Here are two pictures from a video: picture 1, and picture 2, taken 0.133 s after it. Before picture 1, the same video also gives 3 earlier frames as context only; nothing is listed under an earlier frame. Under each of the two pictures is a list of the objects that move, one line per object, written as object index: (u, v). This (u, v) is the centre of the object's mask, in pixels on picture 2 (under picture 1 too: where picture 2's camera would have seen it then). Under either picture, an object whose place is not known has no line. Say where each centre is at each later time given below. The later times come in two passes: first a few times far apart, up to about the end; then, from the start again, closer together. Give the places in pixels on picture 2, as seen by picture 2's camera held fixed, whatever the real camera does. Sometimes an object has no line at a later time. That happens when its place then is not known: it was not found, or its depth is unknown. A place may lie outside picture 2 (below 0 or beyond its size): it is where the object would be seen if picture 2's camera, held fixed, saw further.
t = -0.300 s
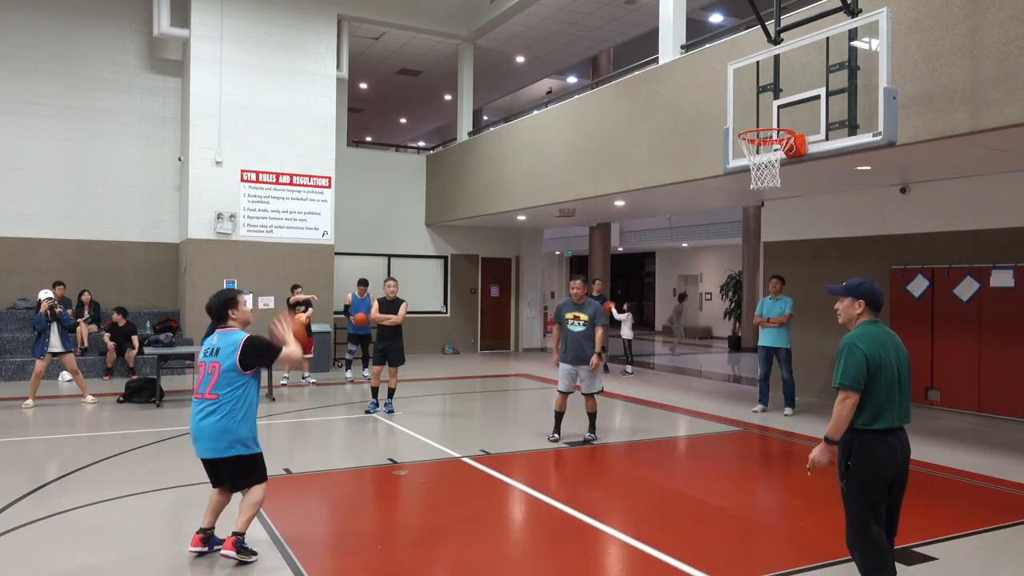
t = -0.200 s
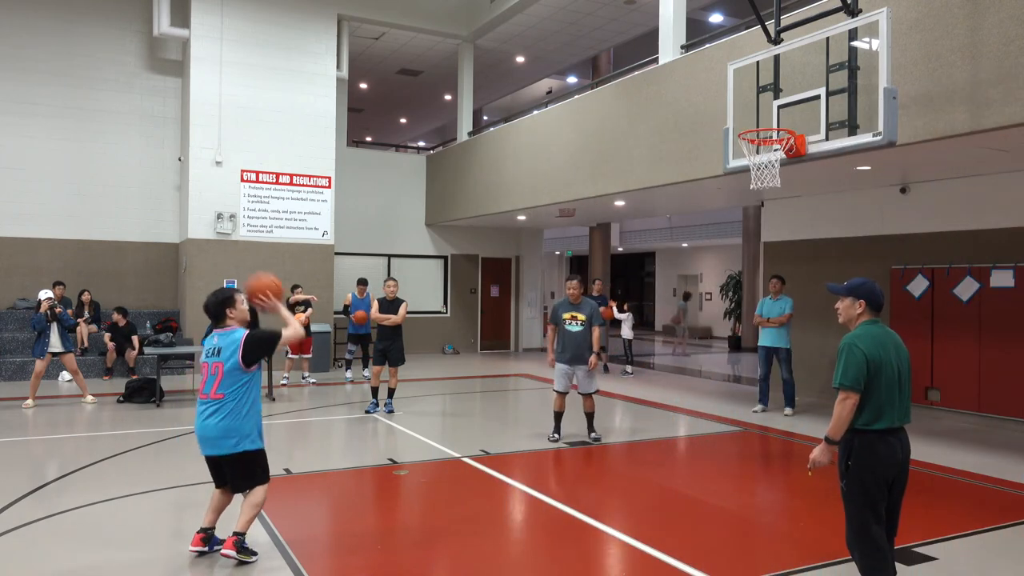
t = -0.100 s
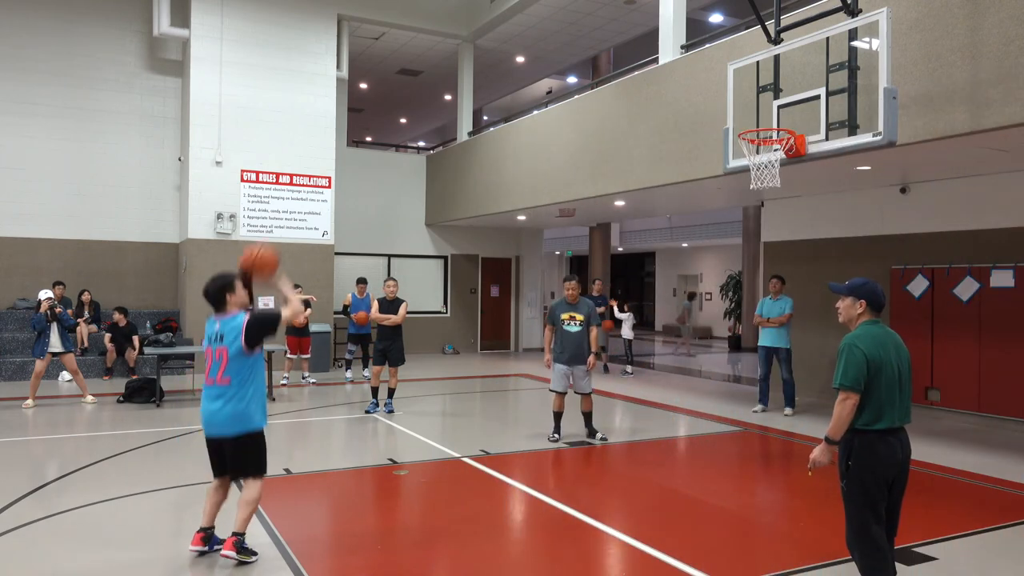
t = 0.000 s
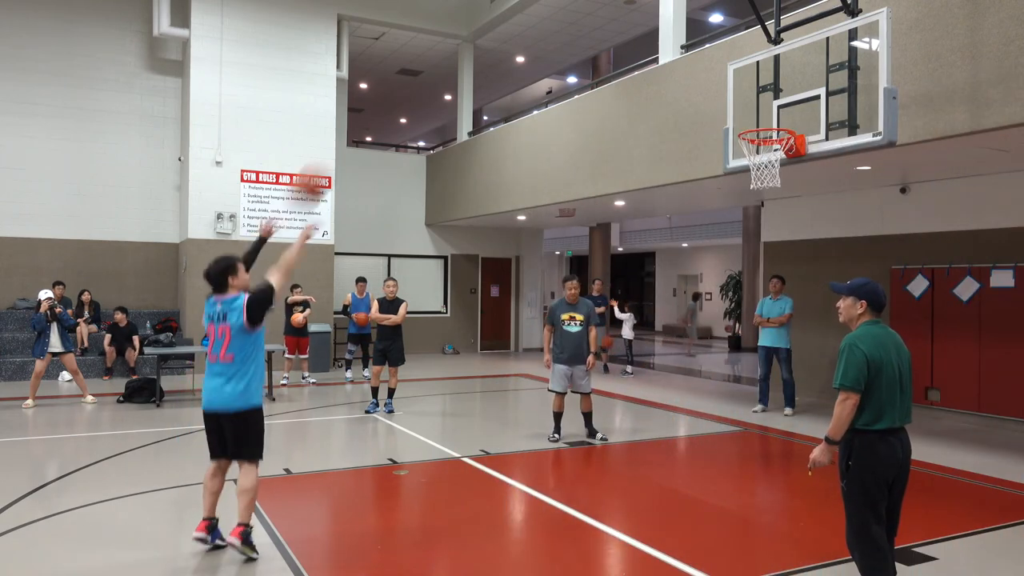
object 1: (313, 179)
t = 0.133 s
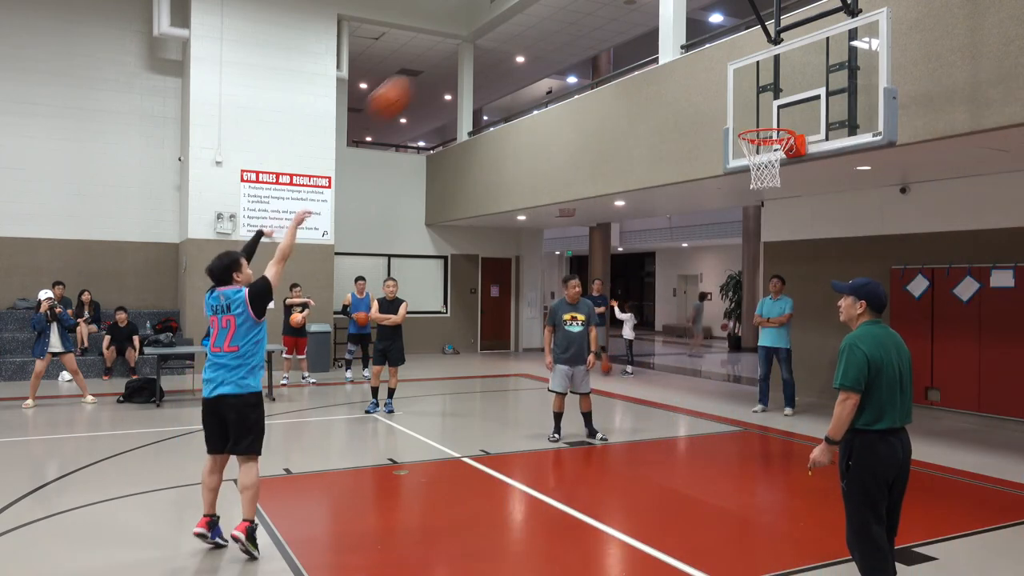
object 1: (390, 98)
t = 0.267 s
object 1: (465, 42)
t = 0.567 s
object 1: (604, 15)
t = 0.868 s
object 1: (717, 92)
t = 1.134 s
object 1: (737, 89)
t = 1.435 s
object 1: (729, 120)
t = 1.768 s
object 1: (718, 272)
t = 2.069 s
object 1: (713, 436)
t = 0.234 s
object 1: (445, 55)
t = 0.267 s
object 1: (465, 42)
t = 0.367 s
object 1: (515, 19)
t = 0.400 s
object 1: (530, 15)
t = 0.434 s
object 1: (545, 14)
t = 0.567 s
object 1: (604, 15)
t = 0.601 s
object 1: (618, 19)
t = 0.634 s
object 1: (631, 23)
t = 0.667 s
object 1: (644, 30)
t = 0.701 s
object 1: (654, 36)
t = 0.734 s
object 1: (669, 46)
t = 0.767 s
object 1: (684, 58)
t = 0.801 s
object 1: (695, 68)
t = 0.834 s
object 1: (706, 80)
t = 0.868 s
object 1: (717, 92)
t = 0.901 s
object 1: (729, 106)
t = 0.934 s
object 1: (740, 119)
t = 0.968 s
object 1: (740, 113)
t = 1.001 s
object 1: (739, 105)
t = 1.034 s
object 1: (739, 100)
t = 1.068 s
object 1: (738, 95)
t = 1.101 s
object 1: (737, 91)
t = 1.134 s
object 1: (737, 89)
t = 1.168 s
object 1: (736, 88)
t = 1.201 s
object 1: (735, 88)
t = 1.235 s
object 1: (734, 88)
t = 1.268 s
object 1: (733, 91)
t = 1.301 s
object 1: (733, 94)
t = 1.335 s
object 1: (732, 99)
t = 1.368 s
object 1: (731, 105)
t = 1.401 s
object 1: (730, 111)
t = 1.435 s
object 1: (729, 120)
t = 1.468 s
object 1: (728, 129)
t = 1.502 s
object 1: (727, 141)
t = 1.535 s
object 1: (726, 153)
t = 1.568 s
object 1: (725, 168)
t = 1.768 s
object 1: (718, 272)
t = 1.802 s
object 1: (716, 296)
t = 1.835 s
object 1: (716, 320)
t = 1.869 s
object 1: (714, 343)
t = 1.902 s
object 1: (713, 372)
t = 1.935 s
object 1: (713, 396)
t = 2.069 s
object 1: (713, 436)
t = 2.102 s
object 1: (716, 412)
